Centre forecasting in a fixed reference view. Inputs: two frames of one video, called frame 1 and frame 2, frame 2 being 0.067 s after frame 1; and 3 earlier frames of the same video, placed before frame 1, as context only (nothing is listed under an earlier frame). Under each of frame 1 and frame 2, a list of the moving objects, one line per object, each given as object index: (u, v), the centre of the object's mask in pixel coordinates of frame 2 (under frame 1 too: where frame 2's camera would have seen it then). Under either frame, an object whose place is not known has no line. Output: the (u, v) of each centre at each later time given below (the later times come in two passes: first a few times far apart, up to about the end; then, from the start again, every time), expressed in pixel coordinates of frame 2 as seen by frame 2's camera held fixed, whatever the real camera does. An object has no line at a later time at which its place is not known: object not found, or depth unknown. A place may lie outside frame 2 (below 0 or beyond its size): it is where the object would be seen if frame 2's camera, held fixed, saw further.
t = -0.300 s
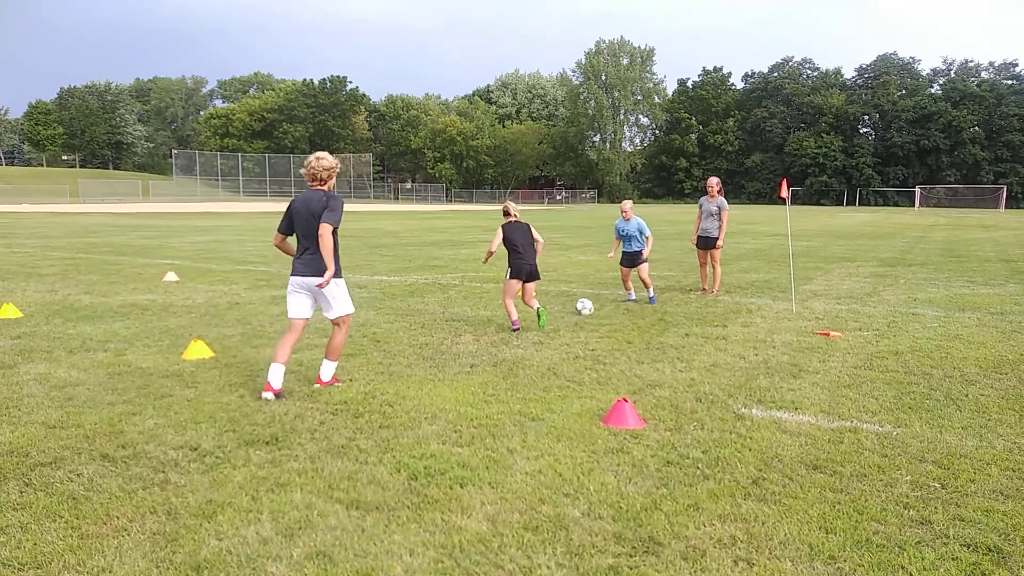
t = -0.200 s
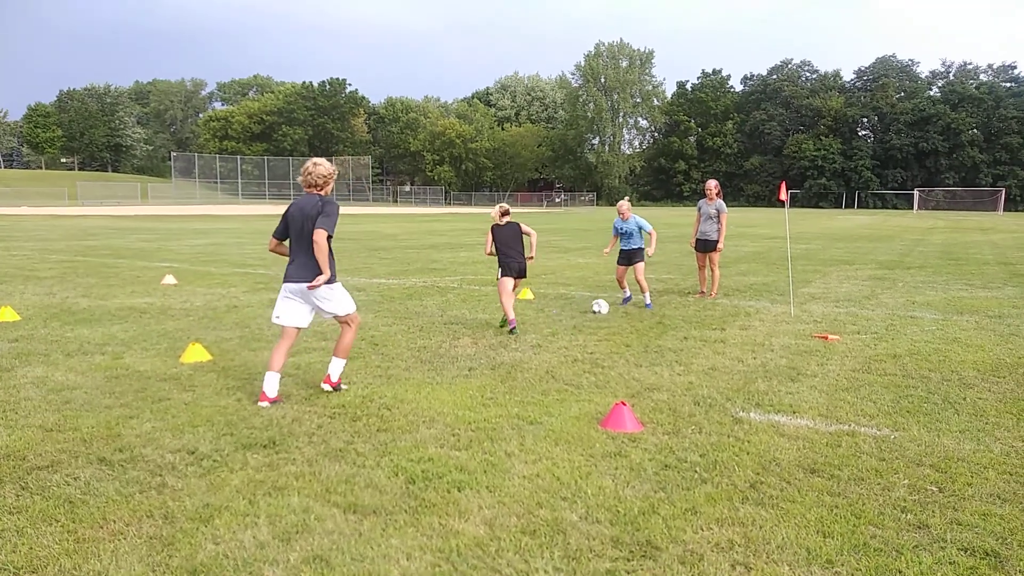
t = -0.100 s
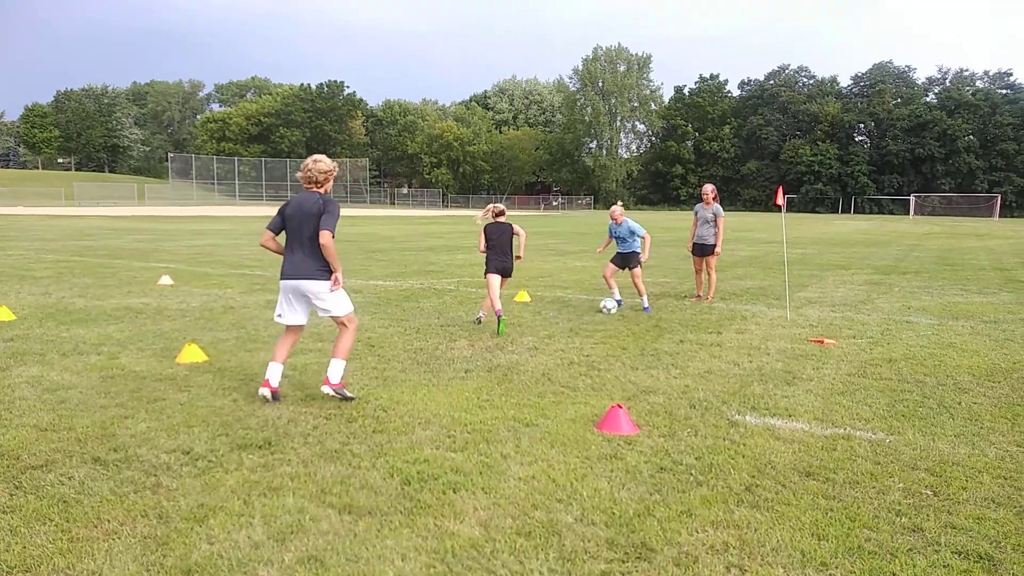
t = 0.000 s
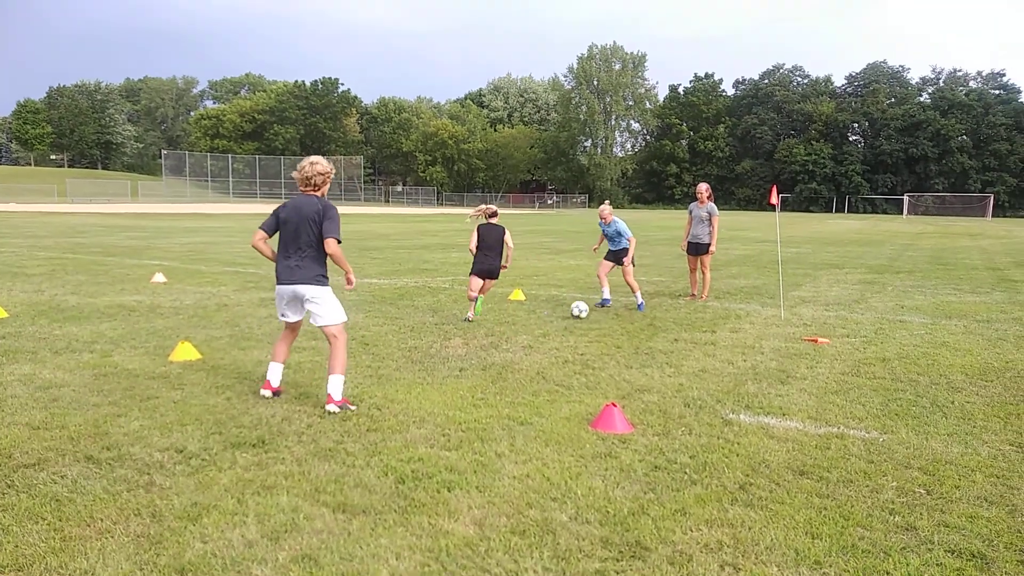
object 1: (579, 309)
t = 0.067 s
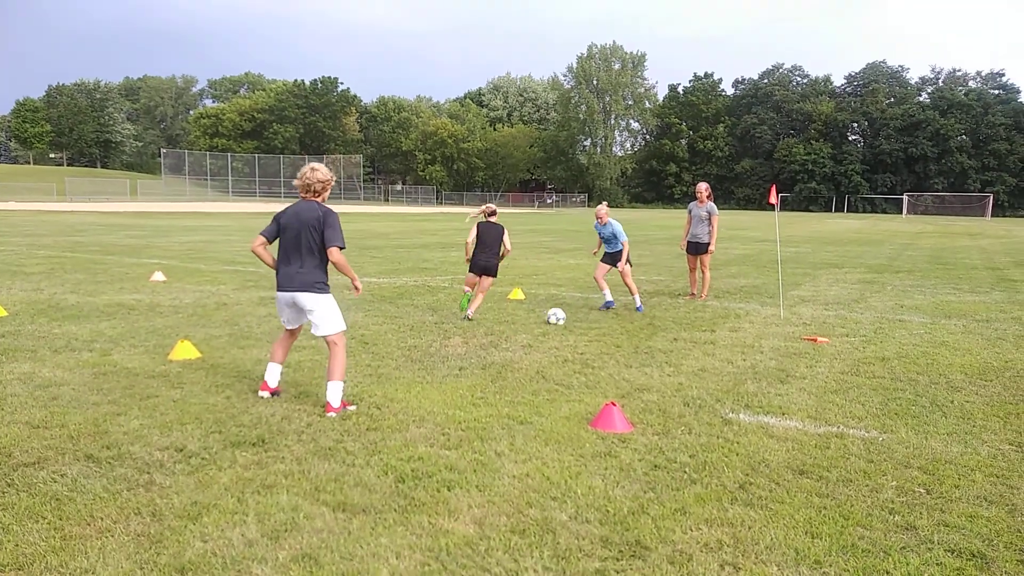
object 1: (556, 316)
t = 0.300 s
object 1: (477, 340)
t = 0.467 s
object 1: (425, 352)
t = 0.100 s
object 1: (544, 321)
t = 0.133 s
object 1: (533, 324)
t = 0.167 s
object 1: (522, 326)
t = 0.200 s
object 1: (511, 328)
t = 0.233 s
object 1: (501, 332)
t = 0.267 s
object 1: (489, 336)
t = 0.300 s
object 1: (477, 340)
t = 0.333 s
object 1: (466, 344)
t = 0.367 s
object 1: (456, 346)
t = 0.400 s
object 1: (446, 347)
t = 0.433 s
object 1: (435, 349)
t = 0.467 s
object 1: (425, 352)
